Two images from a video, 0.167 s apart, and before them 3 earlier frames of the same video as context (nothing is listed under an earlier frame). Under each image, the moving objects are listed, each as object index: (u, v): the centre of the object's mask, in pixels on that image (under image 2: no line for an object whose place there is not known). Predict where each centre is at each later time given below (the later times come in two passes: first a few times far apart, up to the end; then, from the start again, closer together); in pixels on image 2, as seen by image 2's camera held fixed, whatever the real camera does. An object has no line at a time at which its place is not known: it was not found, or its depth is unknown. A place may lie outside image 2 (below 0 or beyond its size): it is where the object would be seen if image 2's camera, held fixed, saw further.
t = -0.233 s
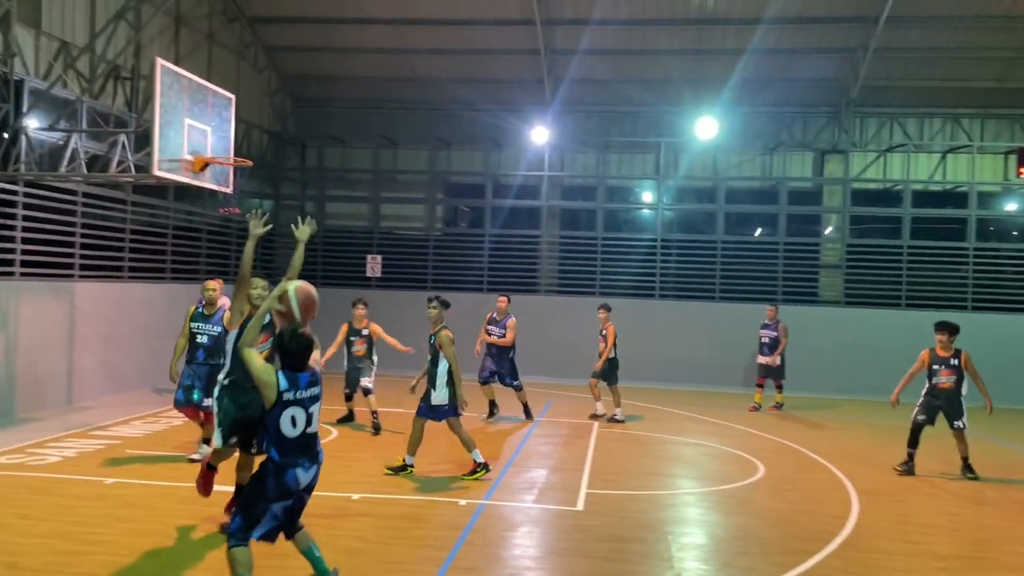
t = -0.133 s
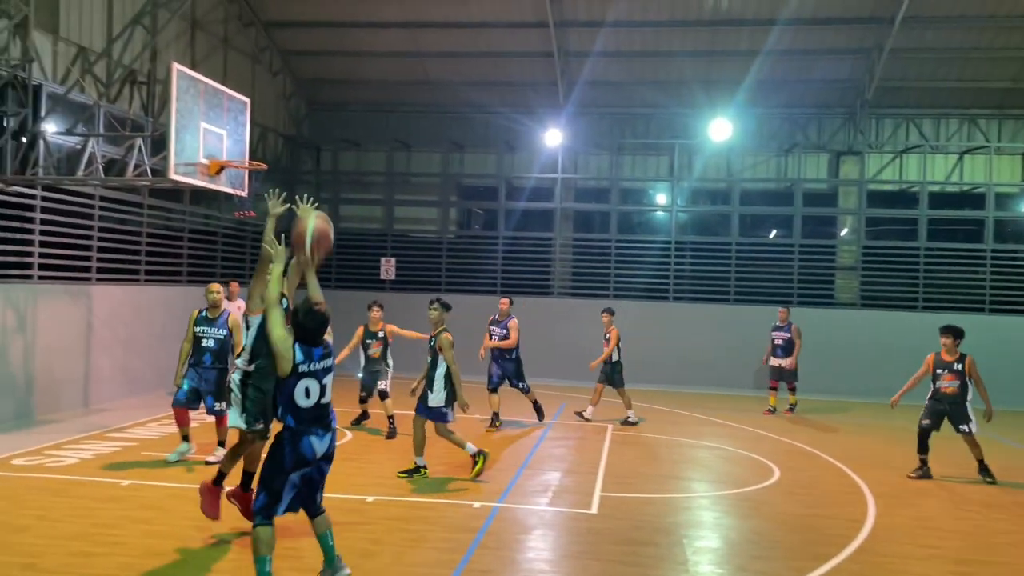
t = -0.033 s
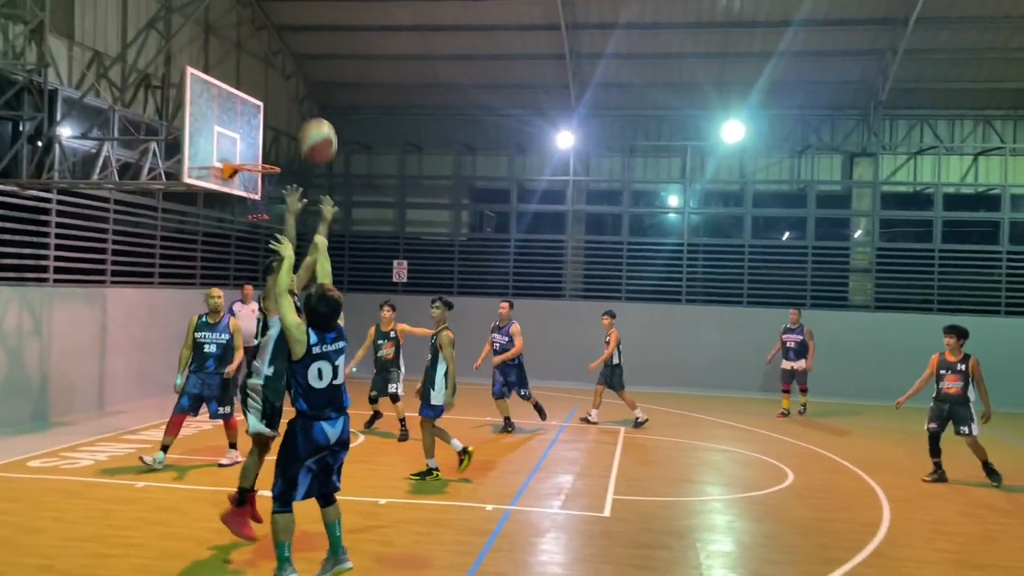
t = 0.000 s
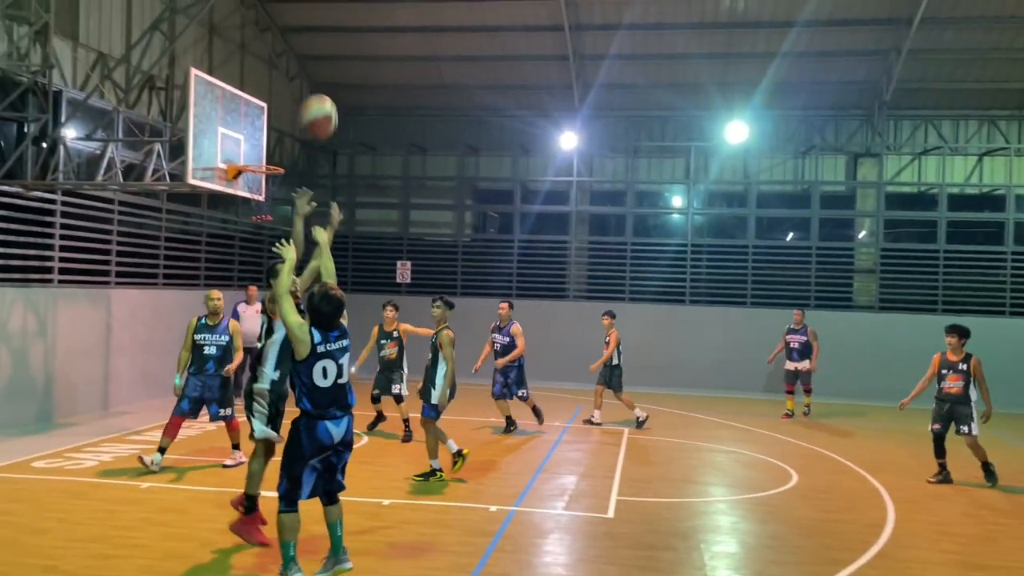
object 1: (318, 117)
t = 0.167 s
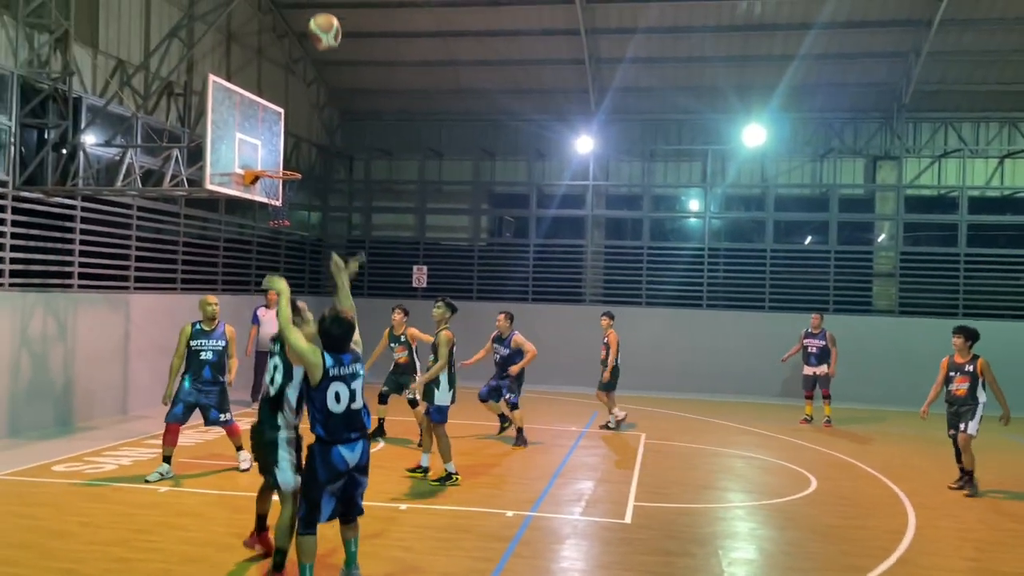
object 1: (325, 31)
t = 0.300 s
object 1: (317, 4)
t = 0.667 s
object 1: (300, 18)
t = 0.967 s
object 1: (291, 117)
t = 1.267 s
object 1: (273, 193)
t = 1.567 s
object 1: (273, 211)
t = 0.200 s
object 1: (323, 19)
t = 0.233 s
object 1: (321, 12)
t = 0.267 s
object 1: (319, 8)
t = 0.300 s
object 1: (317, 4)
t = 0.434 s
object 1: (312, -2)
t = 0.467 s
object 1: (309, -3)
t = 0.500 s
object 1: (308, -3)
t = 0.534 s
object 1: (306, -1)
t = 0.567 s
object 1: (304, 1)
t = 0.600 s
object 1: (303, 5)
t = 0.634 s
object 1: (302, 11)
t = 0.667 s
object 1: (300, 18)
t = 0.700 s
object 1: (299, 26)
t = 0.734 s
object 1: (298, 35)
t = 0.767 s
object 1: (297, 45)
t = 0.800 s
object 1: (295, 55)
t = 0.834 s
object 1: (295, 66)
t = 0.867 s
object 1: (294, 77)
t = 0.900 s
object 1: (293, 90)
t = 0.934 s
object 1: (292, 103)
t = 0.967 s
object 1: (291, 117)
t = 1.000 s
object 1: (290, 131)
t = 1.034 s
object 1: (289, 145)
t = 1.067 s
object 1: (288, 160)
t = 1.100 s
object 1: (286, 168)
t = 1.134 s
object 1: (285, 181)
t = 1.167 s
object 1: (281, 189)
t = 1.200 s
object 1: (279, 193)
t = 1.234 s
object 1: (276, 194)
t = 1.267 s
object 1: (273, 193)
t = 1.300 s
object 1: (272, 194)
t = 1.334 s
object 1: (270, 193)
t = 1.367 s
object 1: (269, 194)
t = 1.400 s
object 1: (269, 196)
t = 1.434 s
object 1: (269, 198)
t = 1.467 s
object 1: (268, 202)
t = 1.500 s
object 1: (270, 206)
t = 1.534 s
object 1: (272, 208)
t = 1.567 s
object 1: (273, 211)
